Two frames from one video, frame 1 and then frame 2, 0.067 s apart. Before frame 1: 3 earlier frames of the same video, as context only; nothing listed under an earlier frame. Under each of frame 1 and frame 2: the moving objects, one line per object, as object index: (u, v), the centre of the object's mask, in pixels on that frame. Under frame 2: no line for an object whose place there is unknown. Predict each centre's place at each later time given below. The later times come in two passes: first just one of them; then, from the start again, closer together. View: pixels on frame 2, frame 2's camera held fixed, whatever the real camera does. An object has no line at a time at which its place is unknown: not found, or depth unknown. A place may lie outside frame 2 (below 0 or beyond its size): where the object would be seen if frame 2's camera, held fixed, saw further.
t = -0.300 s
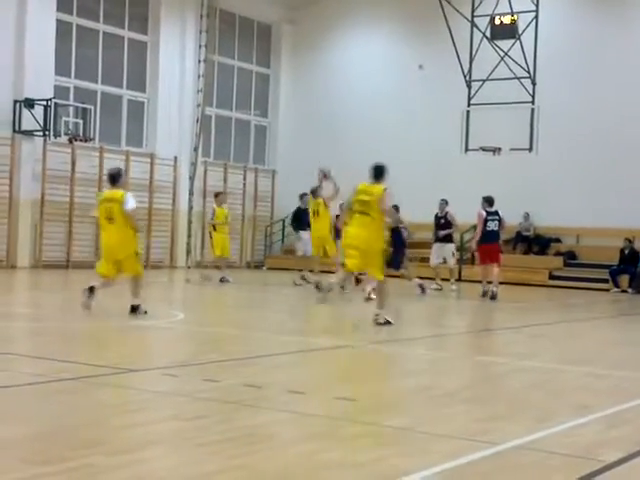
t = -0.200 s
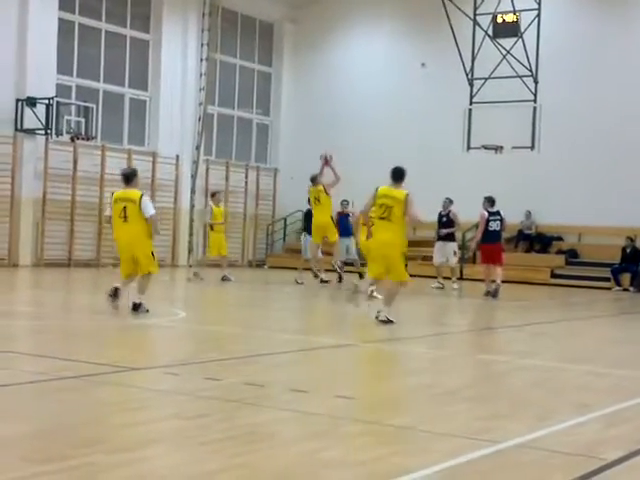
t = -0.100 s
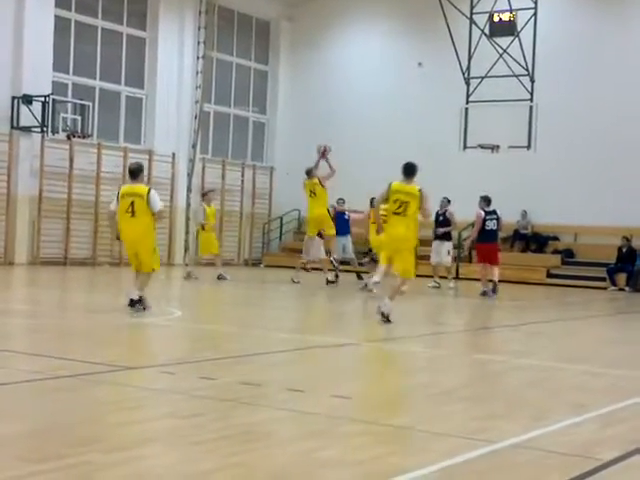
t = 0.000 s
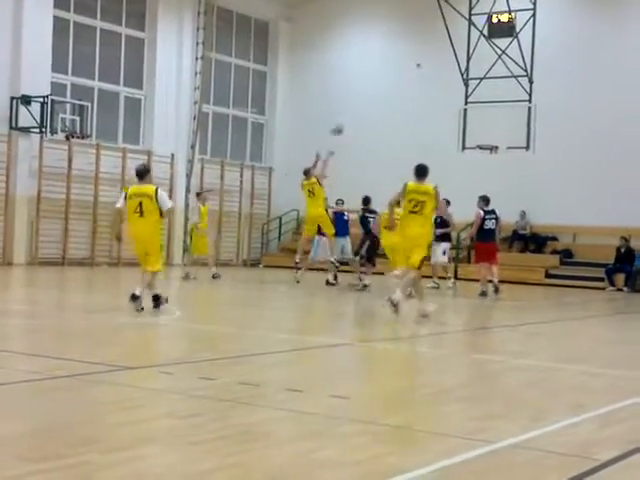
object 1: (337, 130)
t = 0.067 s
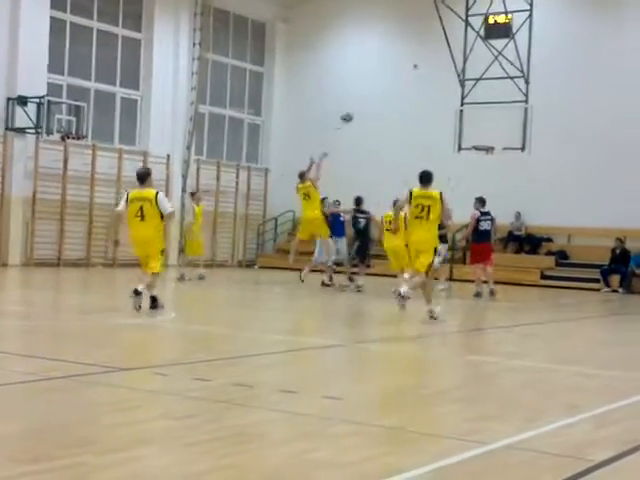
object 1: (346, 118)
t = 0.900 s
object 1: (479, 135)
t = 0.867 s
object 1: (474, 129)
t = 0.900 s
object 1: (479, 135)
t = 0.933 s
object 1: (482, 142)
